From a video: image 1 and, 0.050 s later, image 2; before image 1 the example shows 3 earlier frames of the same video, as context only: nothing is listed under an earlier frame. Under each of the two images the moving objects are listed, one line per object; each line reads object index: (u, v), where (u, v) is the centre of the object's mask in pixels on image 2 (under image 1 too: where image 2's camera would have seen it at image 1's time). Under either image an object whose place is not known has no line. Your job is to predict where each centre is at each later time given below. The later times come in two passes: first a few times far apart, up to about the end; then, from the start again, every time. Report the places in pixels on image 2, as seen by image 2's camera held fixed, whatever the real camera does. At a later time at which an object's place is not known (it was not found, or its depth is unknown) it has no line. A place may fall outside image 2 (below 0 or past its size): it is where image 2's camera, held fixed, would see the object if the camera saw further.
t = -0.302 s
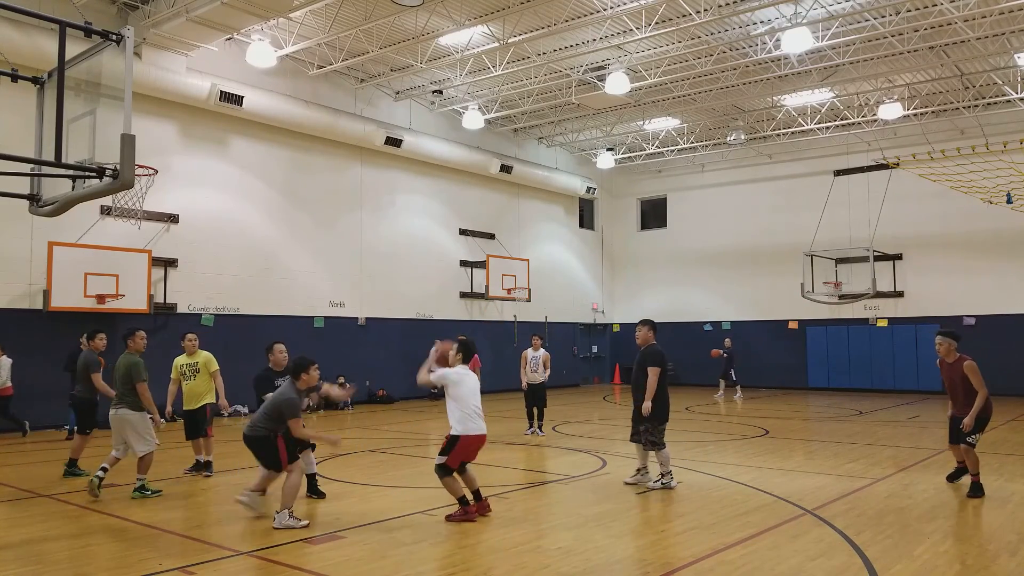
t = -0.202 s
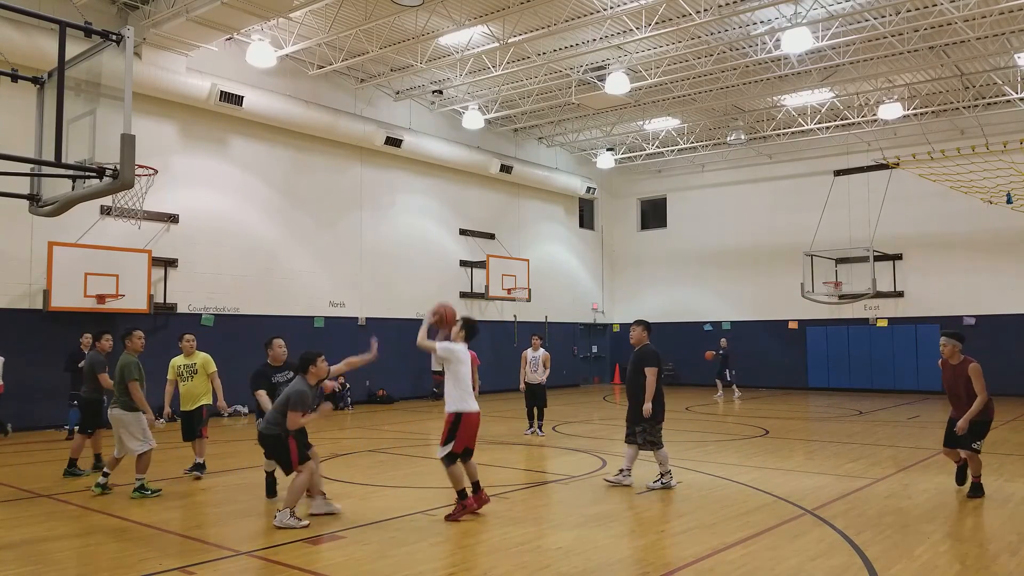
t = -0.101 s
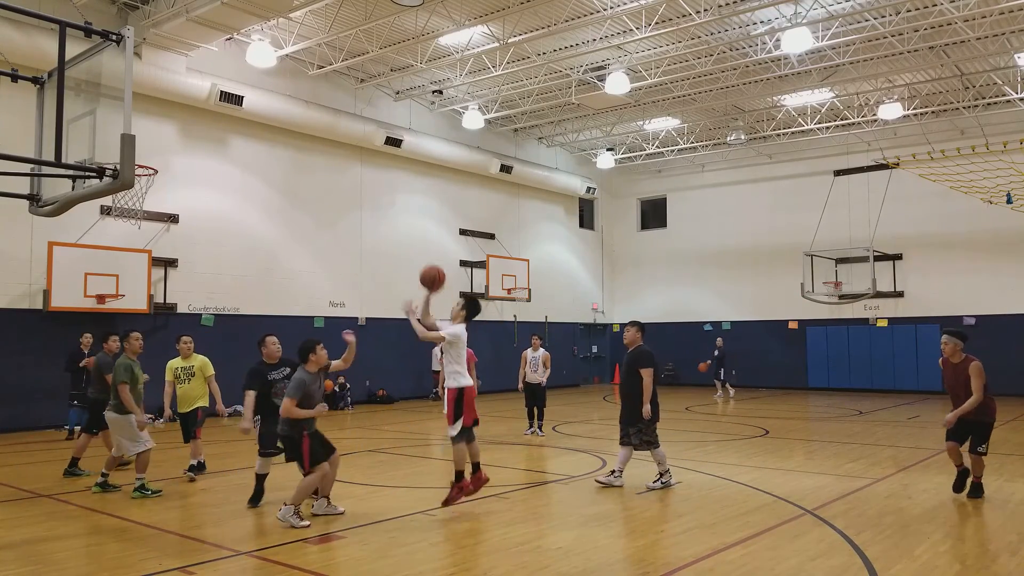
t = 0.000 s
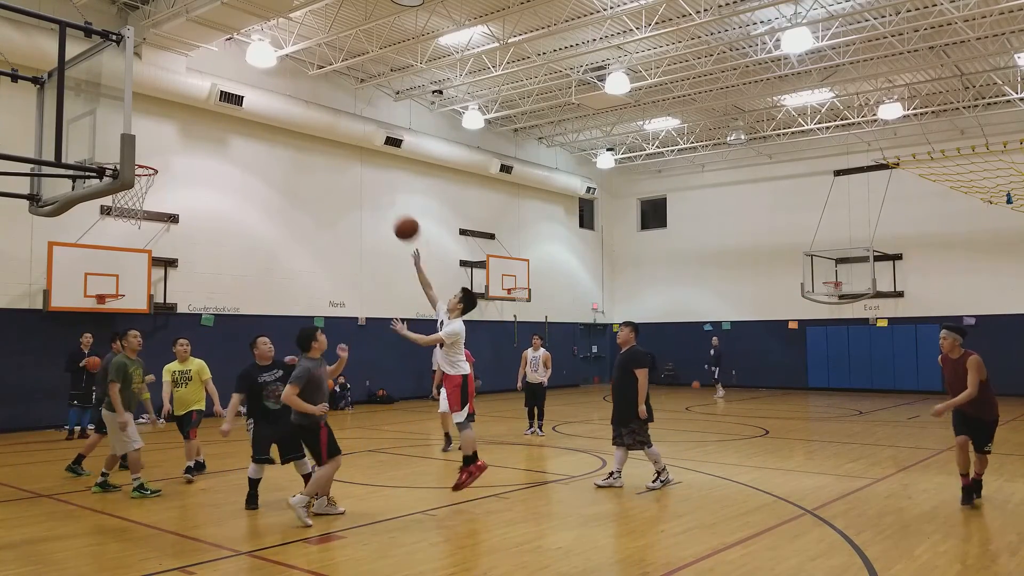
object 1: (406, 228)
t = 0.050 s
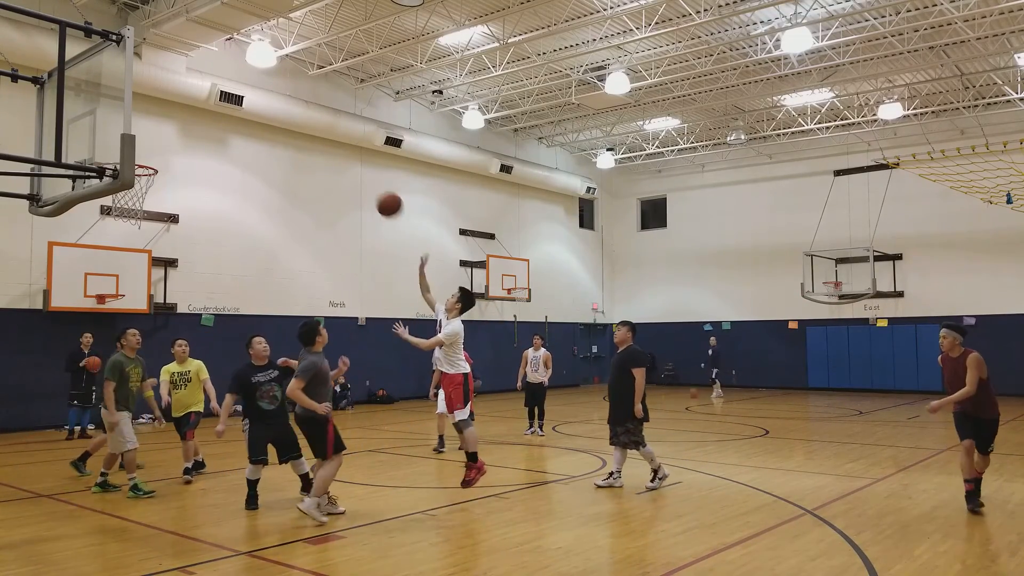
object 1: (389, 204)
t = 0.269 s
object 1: (314, 132)
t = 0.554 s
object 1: (215, 111)
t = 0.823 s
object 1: (141, 138)
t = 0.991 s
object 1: (141, 115)
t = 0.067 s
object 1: (383, 197)
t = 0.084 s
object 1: (378, 190)
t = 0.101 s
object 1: (371, 183)
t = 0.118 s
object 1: (366, 177)
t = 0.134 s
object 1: (360, 170)
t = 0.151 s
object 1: (355, 165)
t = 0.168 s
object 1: (348, 159)
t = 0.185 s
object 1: (343, 154)
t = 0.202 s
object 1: (337, 149)
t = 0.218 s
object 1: (332, 144)
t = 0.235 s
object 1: (326, 140)
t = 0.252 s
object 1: (320, 135)
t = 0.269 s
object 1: (314, 132)
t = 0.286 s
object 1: (309, 128)
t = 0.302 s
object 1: (303, 124)
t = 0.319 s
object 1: (297, 122)
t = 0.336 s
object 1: (291, 119)
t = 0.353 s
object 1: (285, 117)
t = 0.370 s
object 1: (280, 114)
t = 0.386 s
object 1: (274, 113)
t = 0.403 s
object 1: (268, 111)
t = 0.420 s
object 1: (262, 110)
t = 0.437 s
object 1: (256, 109)
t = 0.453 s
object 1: (250, 108)
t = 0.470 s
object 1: (244, 108)
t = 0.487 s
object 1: (238, 108)
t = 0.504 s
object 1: (233, 108)
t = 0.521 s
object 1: (226, 109)
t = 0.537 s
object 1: (221, 110)
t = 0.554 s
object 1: (215, 111)
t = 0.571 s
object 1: (209, 112)
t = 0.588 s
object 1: (203, 115)
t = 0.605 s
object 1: (197, 116)
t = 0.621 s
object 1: (191, 118)
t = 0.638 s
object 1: (185, 121)
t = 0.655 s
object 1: (179, 124)
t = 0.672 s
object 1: (173, 128)
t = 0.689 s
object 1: (167, 132)
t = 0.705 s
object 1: (160, 136)
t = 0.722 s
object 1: (154, 140)
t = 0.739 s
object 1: (149, 145)
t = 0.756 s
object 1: (145, 150)
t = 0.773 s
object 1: (143, 152)
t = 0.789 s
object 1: (143, 148)
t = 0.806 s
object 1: (142, 143)
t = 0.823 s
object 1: (141, 138)
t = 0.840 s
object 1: (140, 134)
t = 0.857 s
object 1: (139, 130)
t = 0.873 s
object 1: (139, 127)
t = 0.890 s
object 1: (138, 125)
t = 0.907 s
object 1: (137, 122)
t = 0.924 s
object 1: (137, 120)
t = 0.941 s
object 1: (136, 118)
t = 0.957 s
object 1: (137, 117)
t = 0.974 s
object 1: (139, 116)
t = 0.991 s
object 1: (141, 115)
